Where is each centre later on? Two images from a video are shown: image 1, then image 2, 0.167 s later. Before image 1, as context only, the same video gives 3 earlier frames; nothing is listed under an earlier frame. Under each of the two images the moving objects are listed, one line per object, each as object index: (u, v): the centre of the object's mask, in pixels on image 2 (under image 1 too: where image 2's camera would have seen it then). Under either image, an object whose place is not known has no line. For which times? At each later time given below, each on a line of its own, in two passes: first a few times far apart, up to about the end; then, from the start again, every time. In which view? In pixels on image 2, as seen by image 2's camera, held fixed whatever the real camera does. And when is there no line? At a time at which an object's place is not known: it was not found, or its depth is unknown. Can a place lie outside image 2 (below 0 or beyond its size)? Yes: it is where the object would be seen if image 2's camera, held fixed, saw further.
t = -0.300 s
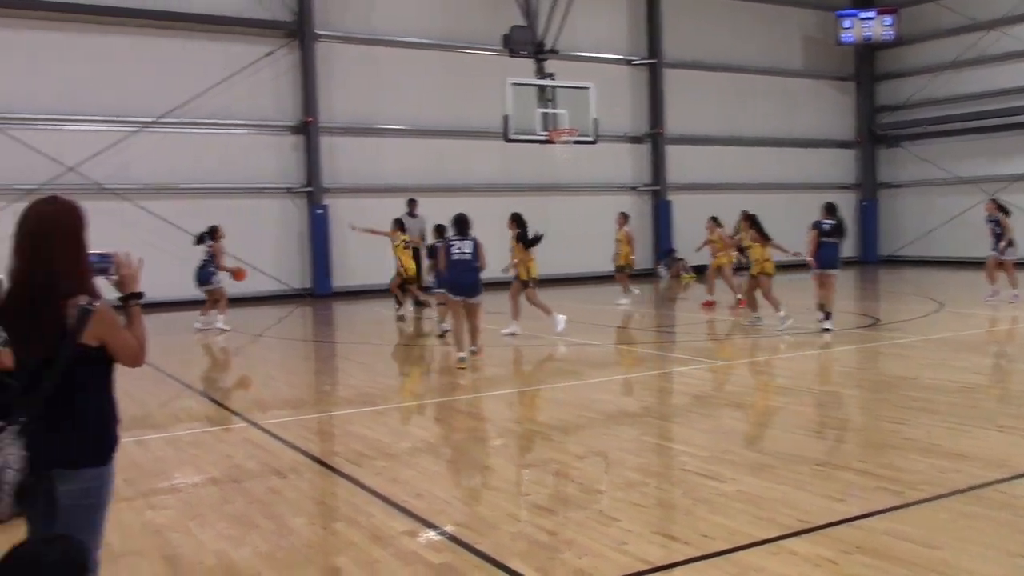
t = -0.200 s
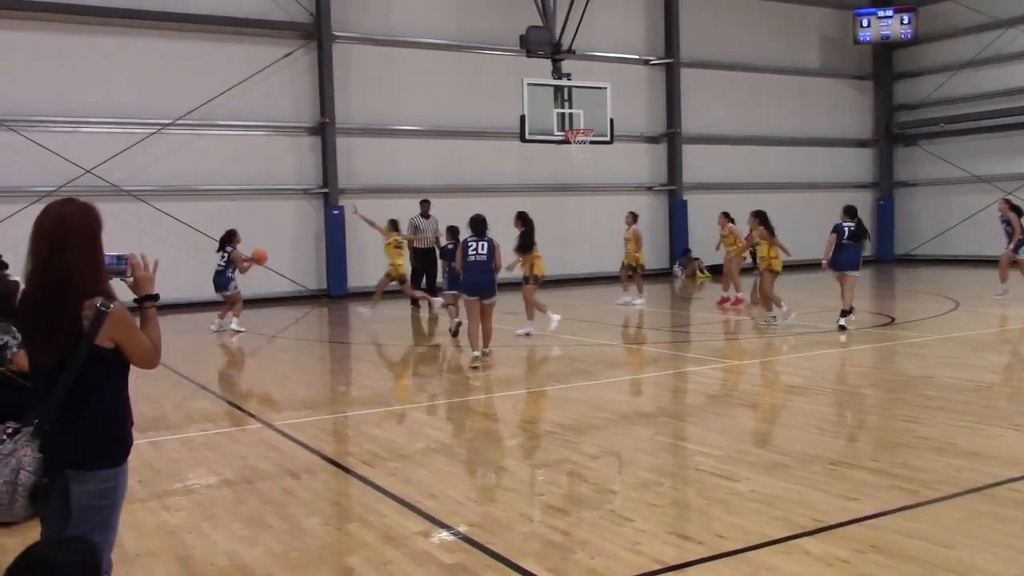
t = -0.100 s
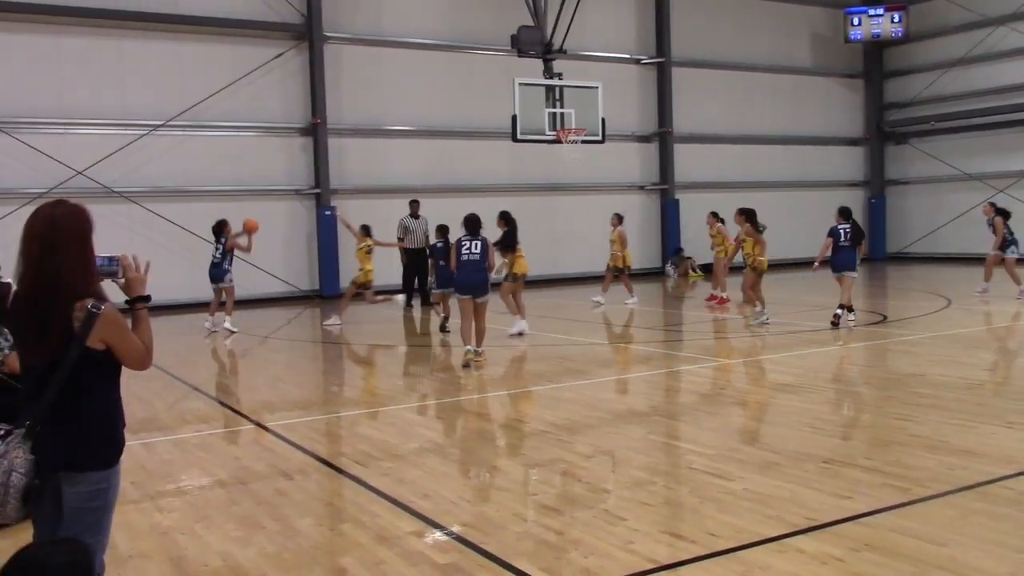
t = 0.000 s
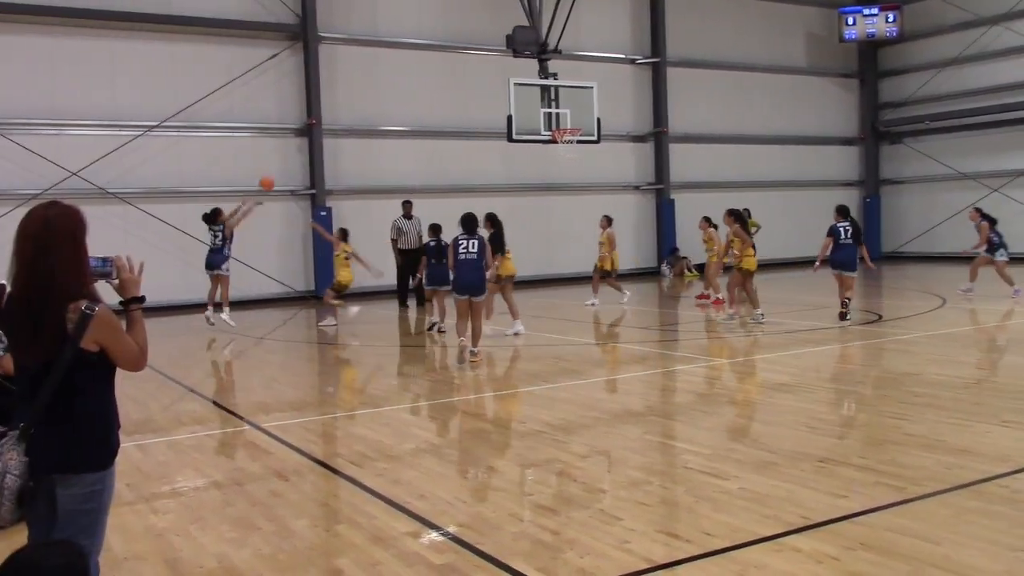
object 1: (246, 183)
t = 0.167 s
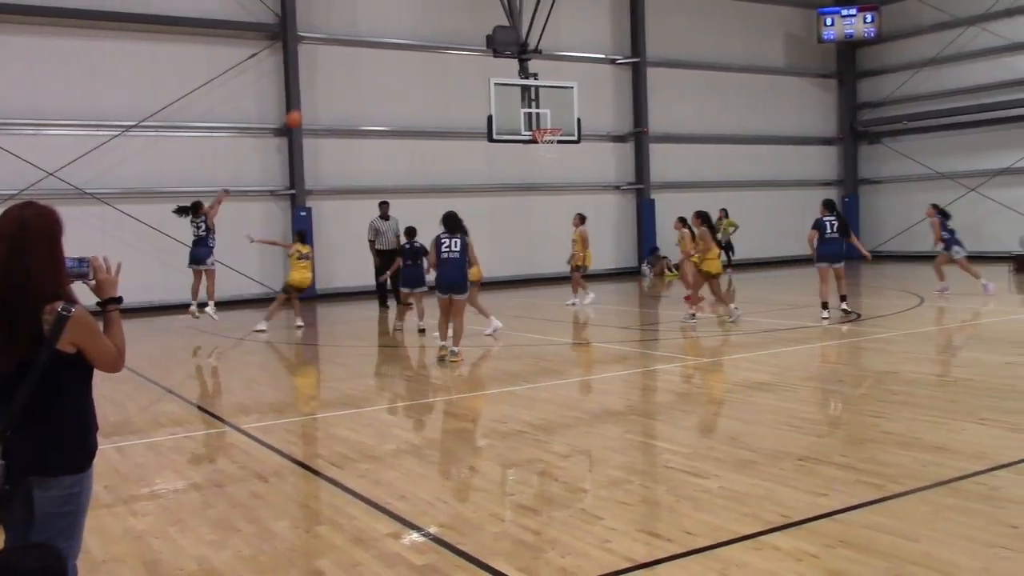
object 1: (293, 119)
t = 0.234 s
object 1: (312, 99)
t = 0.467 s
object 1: (374, 53)
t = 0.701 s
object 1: (431, 43)
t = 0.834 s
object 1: (464, 52)
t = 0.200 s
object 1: (303, 108)
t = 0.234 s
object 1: (312, 99)
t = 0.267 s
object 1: (321, 90)
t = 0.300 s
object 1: (329, 83)
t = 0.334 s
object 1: (339, 75)
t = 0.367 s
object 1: (347, 69)
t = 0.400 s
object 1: (356, 63)
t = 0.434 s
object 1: (365, 57)
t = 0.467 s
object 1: (374, 53)
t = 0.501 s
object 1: (382, 50)
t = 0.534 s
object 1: (391, 48)
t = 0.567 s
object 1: (399, 45)
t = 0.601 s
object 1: (408, 44)
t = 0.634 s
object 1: (415, 43)
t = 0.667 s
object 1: (423, 43)
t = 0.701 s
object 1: (431, 43)
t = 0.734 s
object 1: (440, 44)
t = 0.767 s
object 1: (449, 46)
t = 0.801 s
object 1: (457, 49)
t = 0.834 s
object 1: (464, 52)
